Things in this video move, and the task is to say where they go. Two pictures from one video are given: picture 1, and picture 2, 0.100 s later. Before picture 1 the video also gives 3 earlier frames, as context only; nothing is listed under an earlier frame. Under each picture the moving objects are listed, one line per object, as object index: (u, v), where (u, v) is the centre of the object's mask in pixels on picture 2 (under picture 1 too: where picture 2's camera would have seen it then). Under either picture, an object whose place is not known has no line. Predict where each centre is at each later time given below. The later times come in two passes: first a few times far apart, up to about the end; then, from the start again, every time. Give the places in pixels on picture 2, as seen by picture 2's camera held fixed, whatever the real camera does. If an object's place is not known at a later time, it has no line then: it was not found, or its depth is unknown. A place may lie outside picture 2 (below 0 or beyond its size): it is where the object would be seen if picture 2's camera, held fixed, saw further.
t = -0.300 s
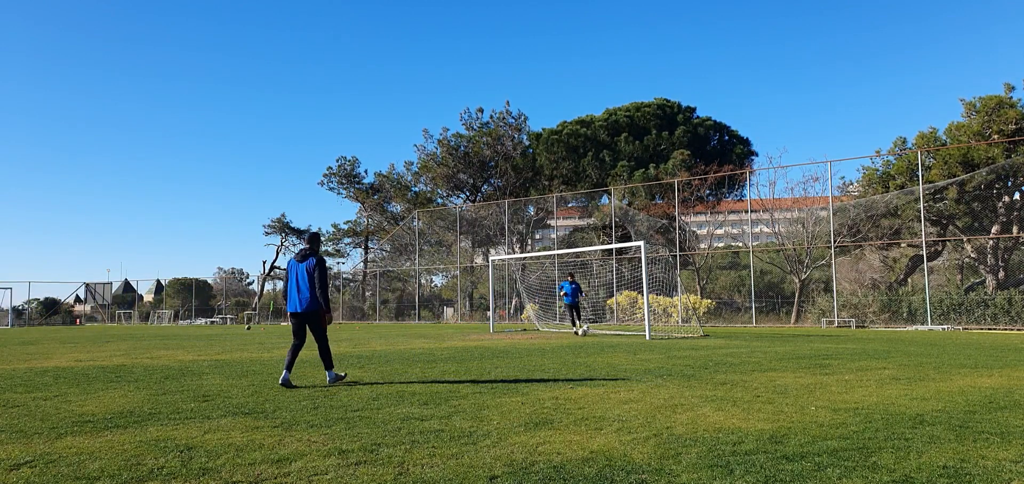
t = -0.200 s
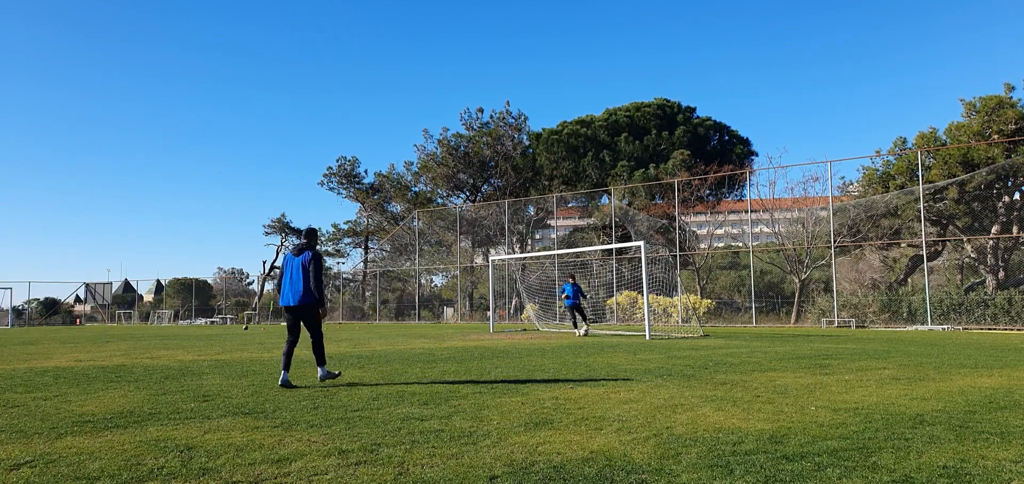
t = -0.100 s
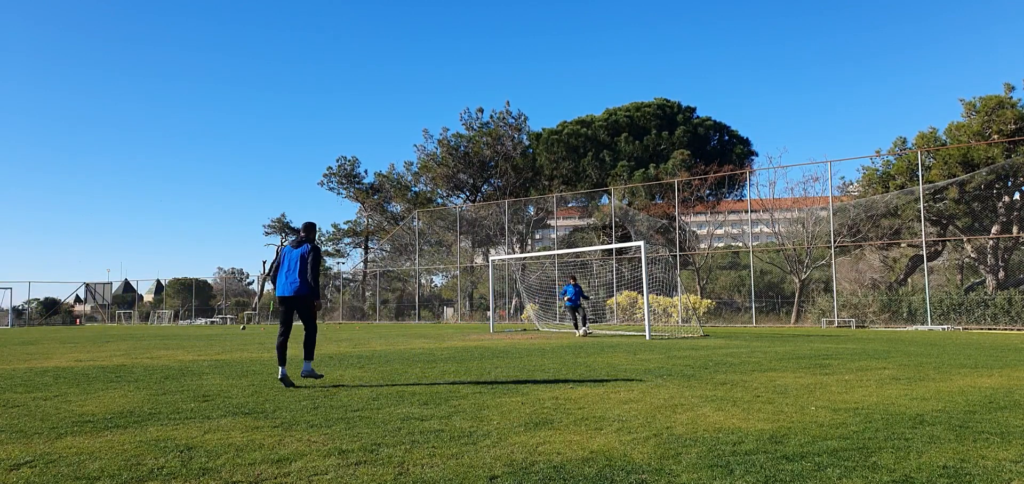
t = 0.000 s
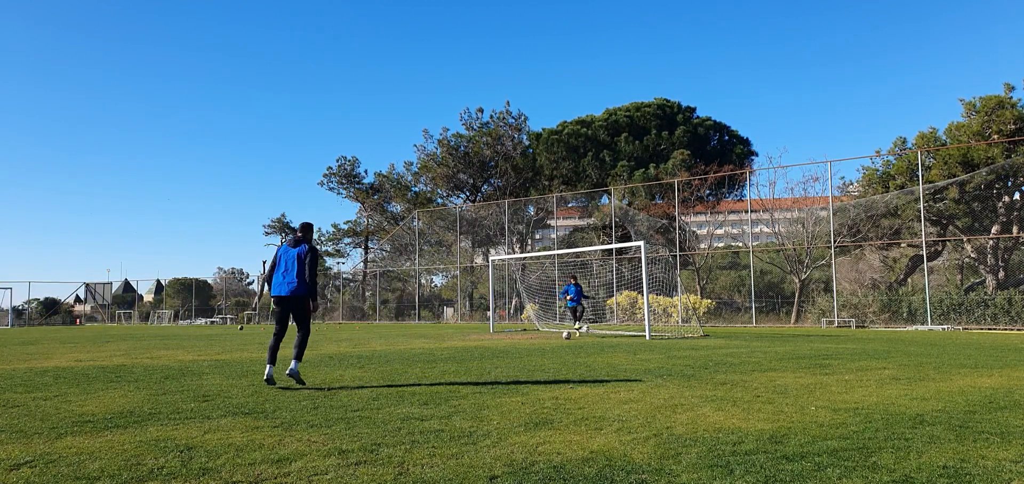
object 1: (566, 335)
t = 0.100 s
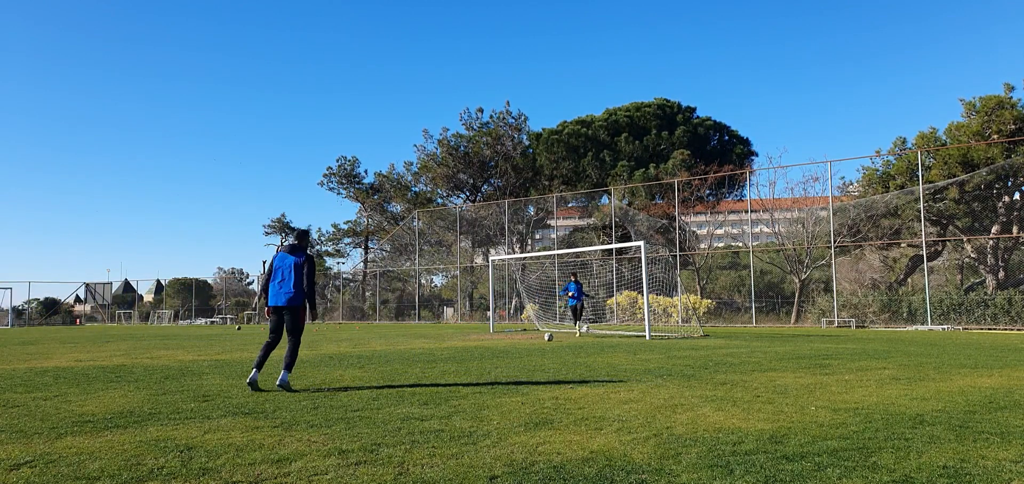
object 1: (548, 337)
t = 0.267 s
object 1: (515, 341)
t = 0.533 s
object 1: (454, 348)
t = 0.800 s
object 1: (387, 358)
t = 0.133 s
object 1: (542, 338)
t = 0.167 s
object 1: (535, 339)
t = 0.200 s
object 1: (529, 339)
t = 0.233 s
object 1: (522, 340)
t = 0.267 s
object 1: (515, 341)
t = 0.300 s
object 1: (508, 342)
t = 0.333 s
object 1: (500, 343)
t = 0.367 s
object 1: (493, 343)
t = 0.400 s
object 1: (485, 345)
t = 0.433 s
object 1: (477, 346)
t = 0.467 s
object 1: (470, 346)
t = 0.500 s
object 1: (462, 347)
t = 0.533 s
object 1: (454, 348)
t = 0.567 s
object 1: (446, 350)
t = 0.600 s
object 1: (438, 351)
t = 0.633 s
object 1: (430, 351)
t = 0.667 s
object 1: (422, 350)
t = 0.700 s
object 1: (414, 351)
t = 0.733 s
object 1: (405, 353)
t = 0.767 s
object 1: (396, 355)
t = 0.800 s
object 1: (387, 358)
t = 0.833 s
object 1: (378, 360)
